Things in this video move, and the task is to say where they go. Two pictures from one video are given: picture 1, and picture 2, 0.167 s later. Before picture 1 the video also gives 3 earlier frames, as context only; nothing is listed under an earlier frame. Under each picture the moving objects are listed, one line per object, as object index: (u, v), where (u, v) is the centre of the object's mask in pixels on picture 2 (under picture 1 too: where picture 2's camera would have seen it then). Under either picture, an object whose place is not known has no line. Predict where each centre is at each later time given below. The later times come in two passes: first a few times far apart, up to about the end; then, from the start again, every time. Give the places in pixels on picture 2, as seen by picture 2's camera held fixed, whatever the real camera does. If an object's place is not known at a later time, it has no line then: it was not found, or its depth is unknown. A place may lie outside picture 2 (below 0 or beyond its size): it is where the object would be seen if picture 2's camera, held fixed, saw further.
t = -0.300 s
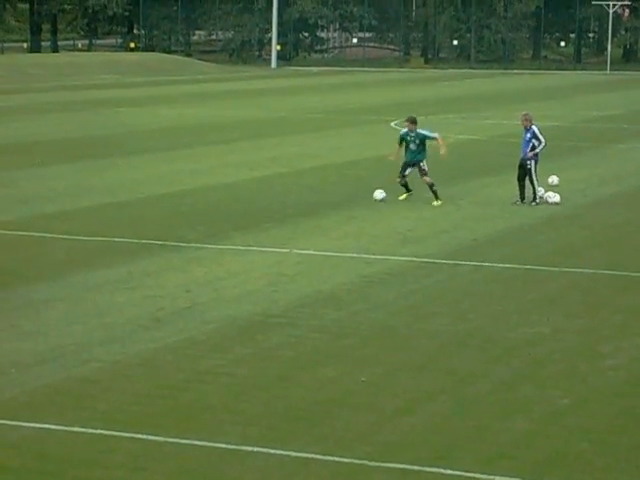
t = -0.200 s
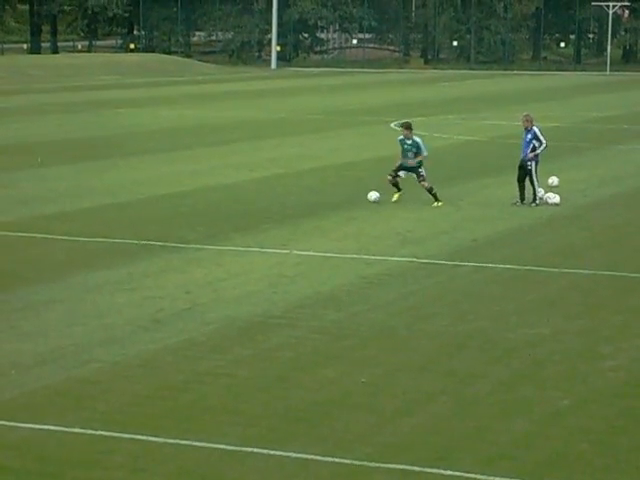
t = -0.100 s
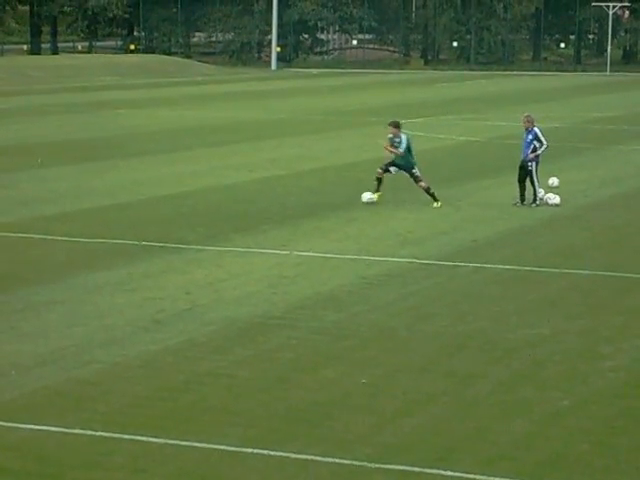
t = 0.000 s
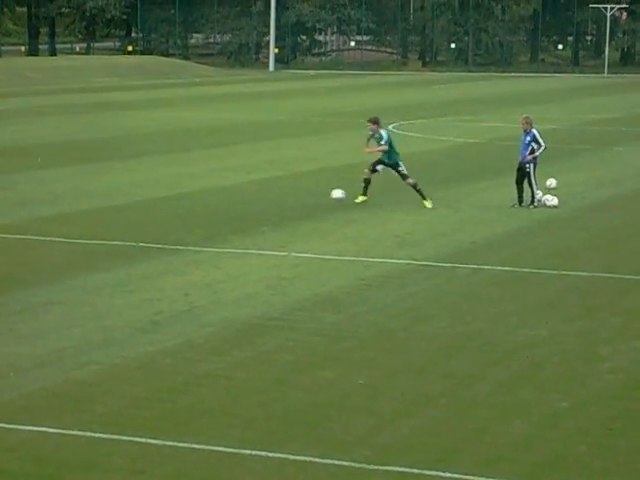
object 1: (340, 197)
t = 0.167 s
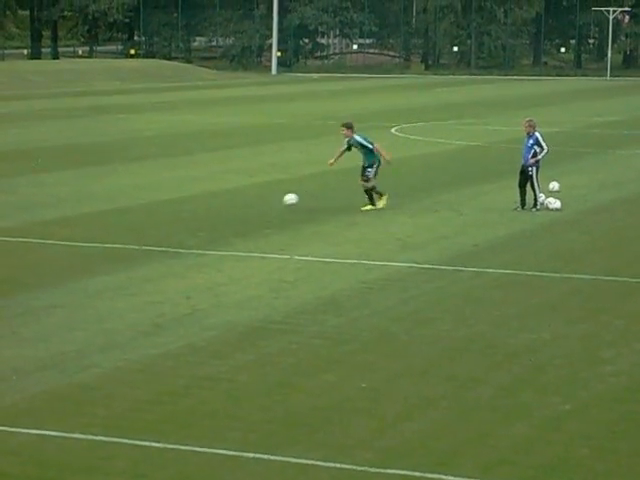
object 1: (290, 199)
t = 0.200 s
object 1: (280, 201)
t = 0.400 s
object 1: (238, 202)
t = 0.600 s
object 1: (203, 206)
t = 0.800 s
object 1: (169, 207)
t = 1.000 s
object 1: (136, 209)
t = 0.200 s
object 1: (280, 201)
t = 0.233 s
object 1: (270, 204)
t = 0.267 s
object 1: (262, 205)
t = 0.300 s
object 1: (256, 203)
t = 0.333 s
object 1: (250, 202)
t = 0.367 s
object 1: (244, 202)
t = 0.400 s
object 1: (238, 202)
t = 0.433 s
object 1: (232, 203)
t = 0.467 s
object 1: (226, 204)
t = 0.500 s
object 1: (220, 206)
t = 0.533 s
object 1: (214, 206)
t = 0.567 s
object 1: (208, 206)
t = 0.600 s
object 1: (203, 206)
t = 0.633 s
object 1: (197, 207)
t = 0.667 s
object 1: (191, 207)
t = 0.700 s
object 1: (185, 207)
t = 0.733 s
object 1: (180, 207)
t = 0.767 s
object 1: (174, 207)
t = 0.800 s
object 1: (169, 207)
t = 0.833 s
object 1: (163, 208)
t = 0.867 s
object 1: (157, 208)
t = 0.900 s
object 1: (152, 208)
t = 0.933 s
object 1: (147, 208)
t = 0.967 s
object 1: (142, 208)
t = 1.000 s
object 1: (136, 209)
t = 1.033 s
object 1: (131, 209)
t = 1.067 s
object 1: (125, 209)
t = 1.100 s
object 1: (120, 209)
